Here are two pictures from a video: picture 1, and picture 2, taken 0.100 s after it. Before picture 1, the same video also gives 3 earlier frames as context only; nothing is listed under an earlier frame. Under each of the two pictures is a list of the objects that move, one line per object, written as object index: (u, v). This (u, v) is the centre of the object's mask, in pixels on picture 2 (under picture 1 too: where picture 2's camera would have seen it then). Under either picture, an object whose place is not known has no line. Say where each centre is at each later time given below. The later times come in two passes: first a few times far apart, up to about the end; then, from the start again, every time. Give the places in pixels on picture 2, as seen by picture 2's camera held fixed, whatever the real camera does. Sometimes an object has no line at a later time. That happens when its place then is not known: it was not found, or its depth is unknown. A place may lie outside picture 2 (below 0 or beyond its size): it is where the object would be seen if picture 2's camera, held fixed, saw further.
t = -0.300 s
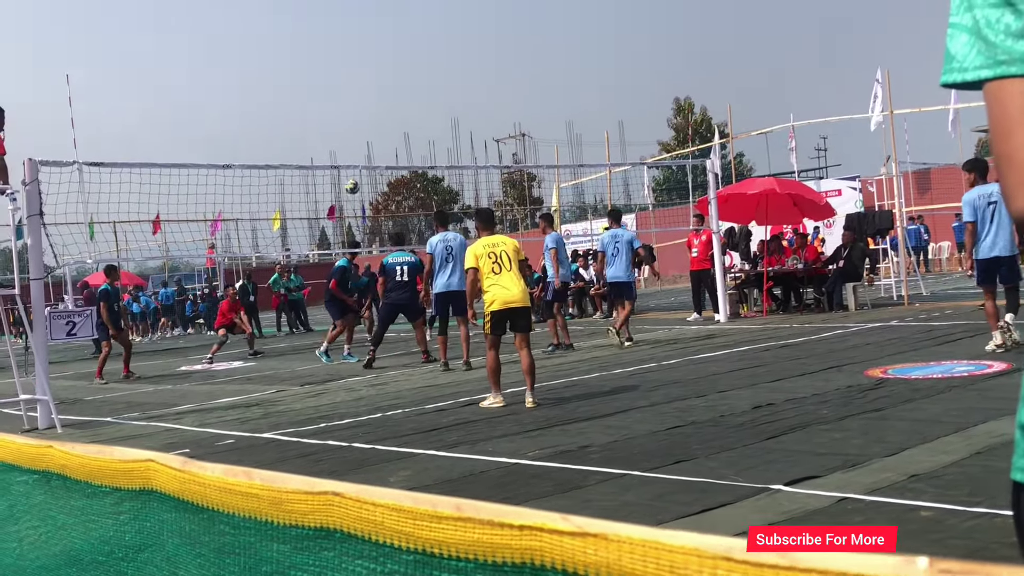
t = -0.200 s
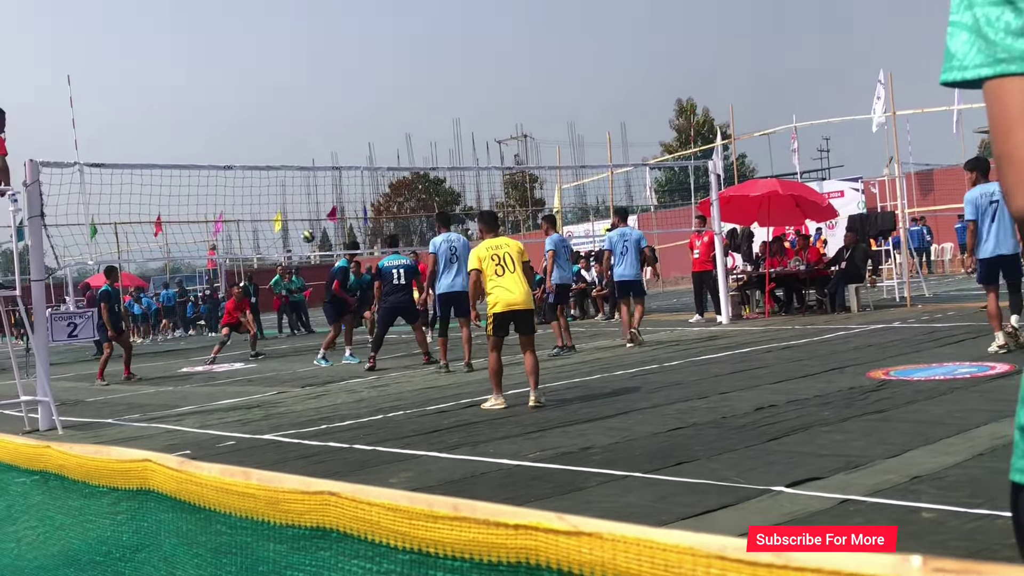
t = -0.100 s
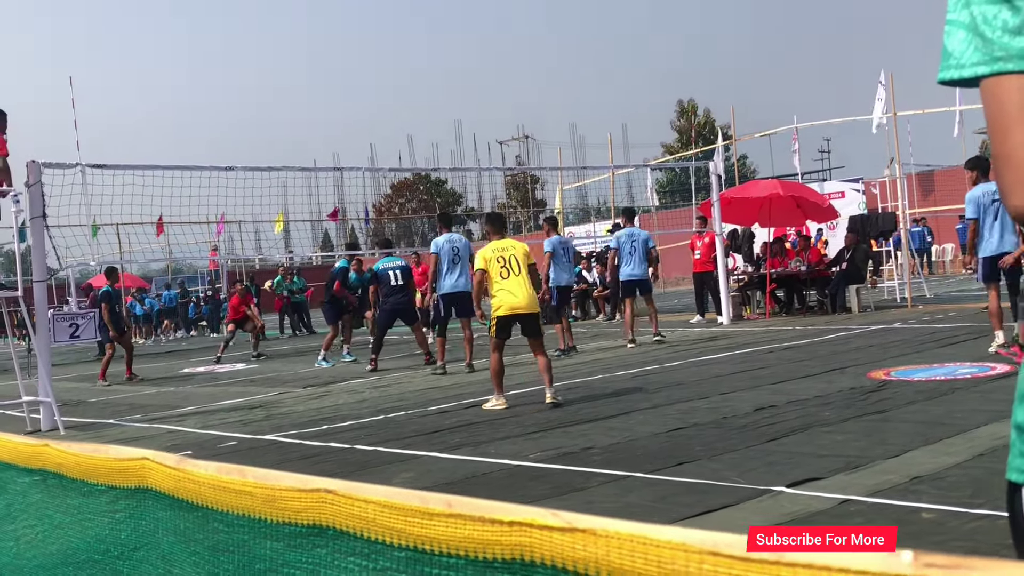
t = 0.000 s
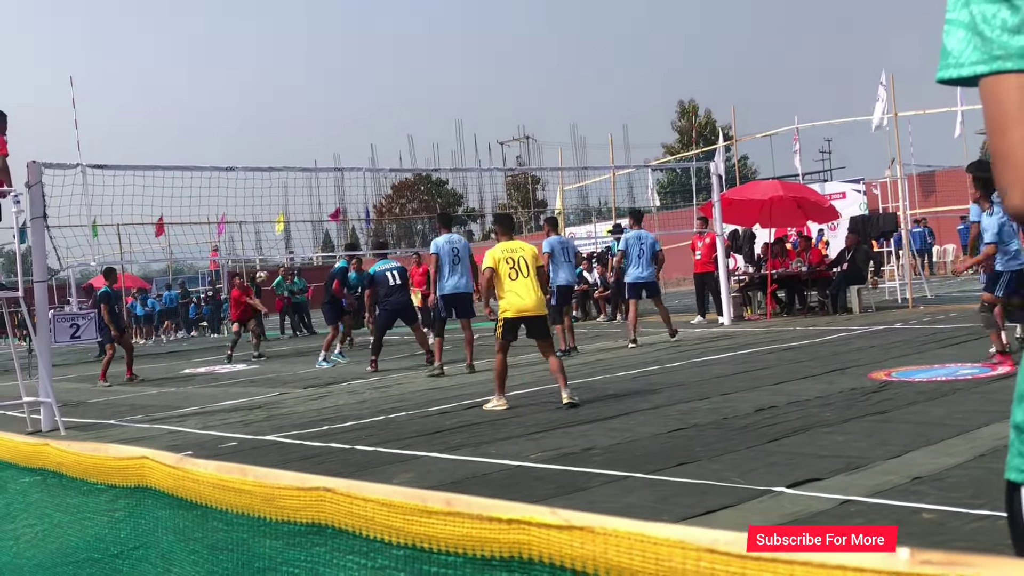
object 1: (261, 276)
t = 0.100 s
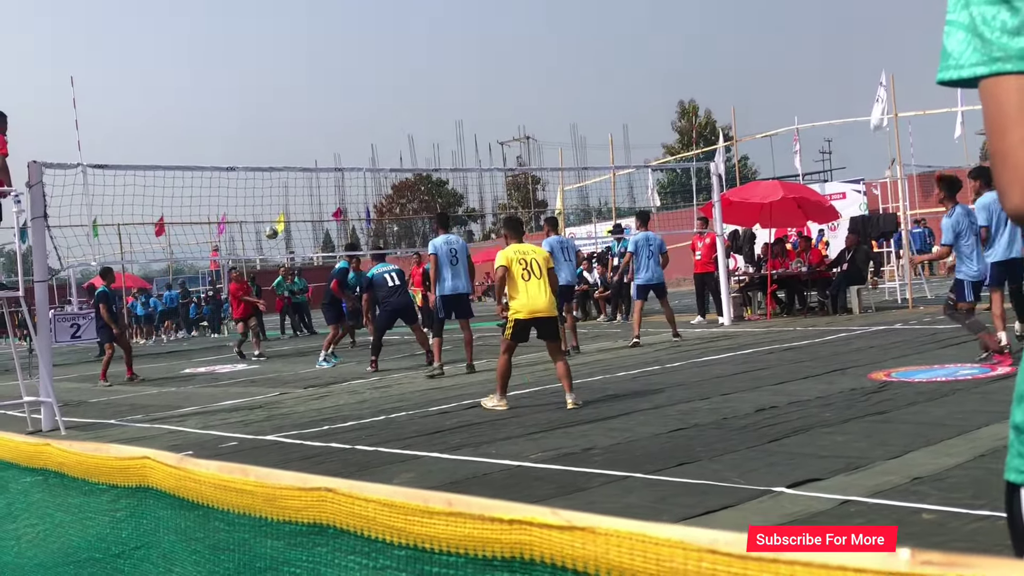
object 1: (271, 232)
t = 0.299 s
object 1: (291, 160)
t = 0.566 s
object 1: (319, 97)
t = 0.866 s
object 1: (359, 80)
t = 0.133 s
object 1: (274, 219)
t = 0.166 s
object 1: (277, 206)
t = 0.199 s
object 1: (280, 194)
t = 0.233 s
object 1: (284, 182)
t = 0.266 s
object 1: (287, 171)
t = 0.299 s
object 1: (291, 160)
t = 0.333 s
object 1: (294, 149)
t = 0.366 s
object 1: (297, 140)
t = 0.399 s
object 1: (301, 131)
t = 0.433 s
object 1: (304, 123)
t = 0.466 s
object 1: (308, 115)
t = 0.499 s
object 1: (312, 108)
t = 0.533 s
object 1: (315, 102)
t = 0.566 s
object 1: (319, 97)
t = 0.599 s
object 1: (324, 92)
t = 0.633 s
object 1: (327, 88)
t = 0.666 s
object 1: (332, 84)
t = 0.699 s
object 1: (336, 82)
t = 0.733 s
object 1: (340, 79)
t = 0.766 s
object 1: (345, 78)
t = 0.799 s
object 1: (350, 78)
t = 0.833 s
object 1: (355, 78)
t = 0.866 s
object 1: (359, 80)
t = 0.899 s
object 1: (365, 81)
